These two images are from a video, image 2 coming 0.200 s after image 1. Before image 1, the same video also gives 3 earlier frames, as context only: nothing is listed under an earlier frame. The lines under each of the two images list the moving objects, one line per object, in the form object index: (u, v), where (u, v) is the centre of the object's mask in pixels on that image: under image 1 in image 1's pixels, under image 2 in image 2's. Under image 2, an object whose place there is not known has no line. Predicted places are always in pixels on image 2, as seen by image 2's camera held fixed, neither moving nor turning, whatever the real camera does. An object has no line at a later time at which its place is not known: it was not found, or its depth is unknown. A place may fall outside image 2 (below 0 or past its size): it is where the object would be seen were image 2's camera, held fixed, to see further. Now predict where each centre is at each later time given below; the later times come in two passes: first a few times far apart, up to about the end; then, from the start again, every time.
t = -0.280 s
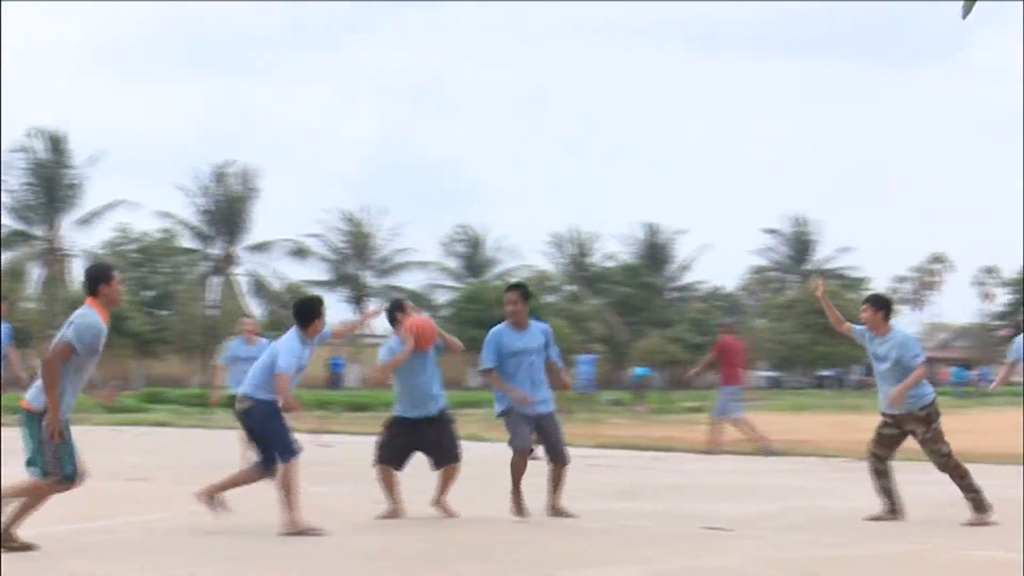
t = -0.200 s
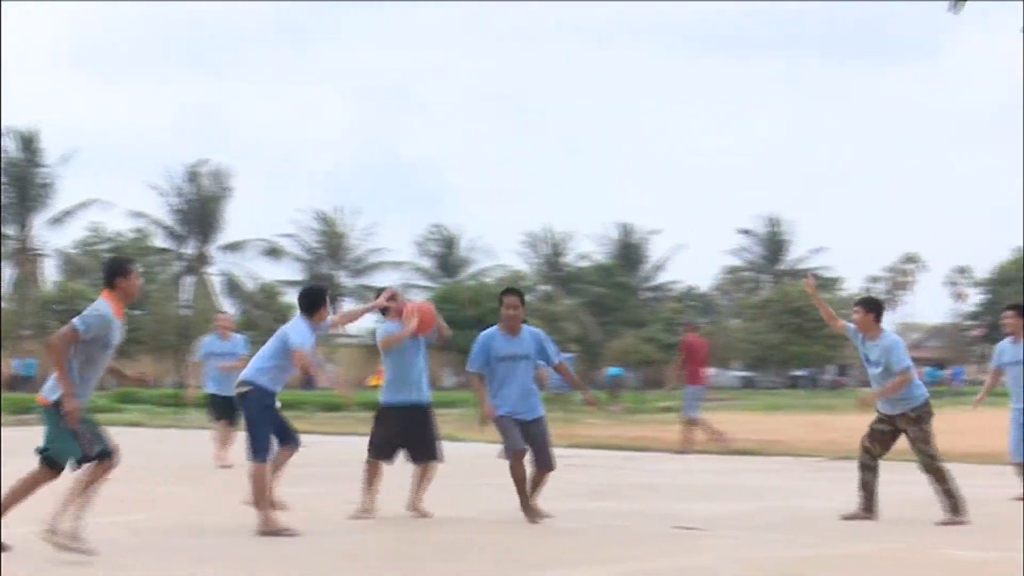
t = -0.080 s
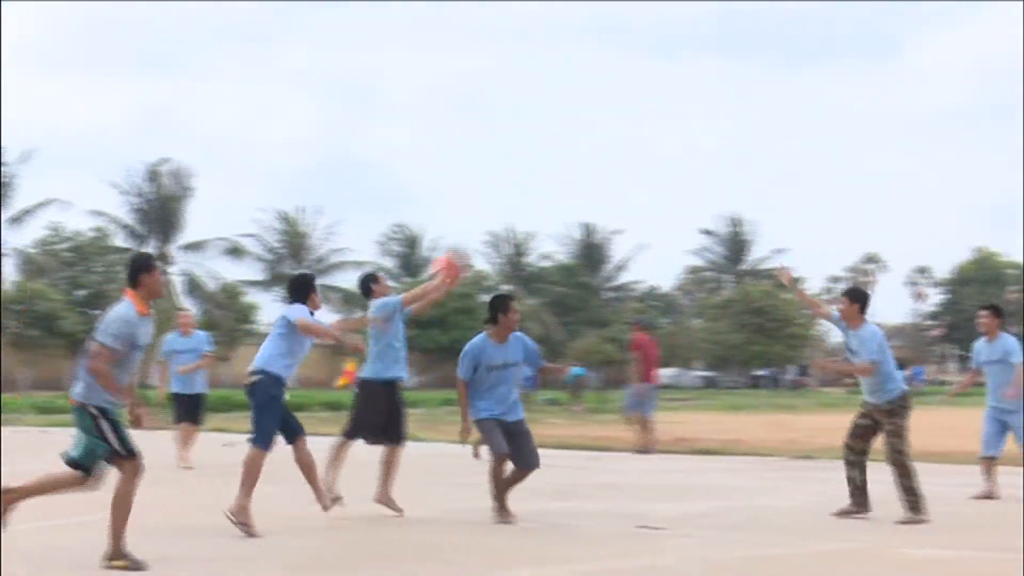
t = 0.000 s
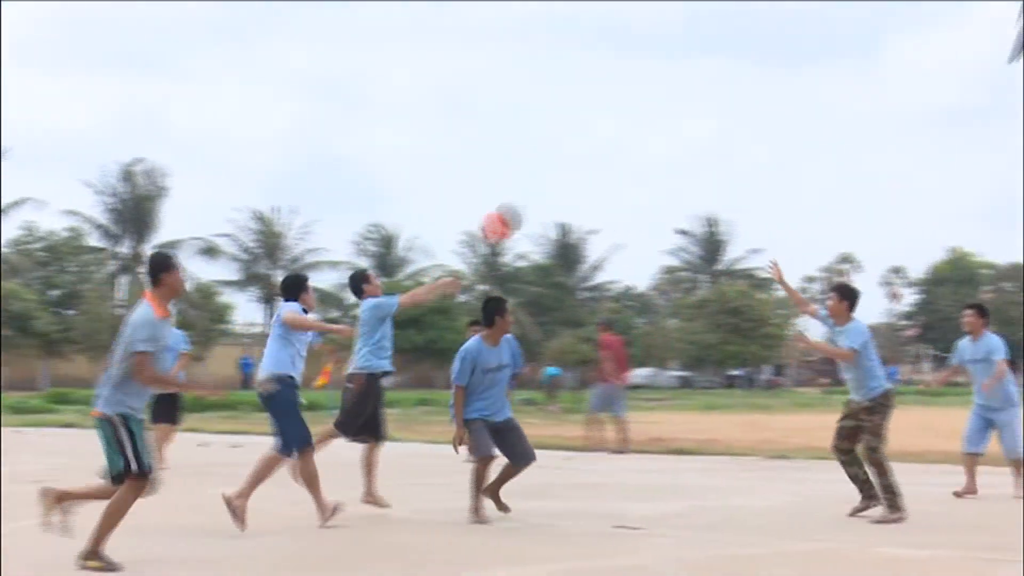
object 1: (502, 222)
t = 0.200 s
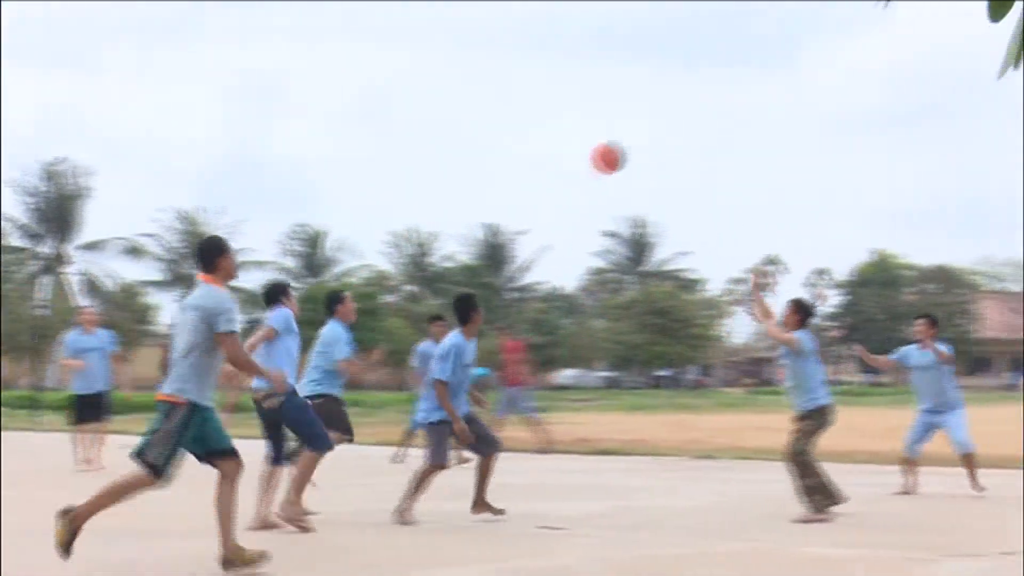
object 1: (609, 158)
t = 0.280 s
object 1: (675, 149)
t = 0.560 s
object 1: (892, 180)
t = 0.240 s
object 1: (642, 152)
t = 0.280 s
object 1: (675, 149)
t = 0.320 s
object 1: (707, 147)
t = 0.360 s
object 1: (739, 148)
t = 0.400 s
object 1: (770, 150)
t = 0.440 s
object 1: (801, 154)
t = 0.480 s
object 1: (831, 161)
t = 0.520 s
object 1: (862, 169)
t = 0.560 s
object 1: (892, 180)
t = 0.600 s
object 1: (923, 193)
